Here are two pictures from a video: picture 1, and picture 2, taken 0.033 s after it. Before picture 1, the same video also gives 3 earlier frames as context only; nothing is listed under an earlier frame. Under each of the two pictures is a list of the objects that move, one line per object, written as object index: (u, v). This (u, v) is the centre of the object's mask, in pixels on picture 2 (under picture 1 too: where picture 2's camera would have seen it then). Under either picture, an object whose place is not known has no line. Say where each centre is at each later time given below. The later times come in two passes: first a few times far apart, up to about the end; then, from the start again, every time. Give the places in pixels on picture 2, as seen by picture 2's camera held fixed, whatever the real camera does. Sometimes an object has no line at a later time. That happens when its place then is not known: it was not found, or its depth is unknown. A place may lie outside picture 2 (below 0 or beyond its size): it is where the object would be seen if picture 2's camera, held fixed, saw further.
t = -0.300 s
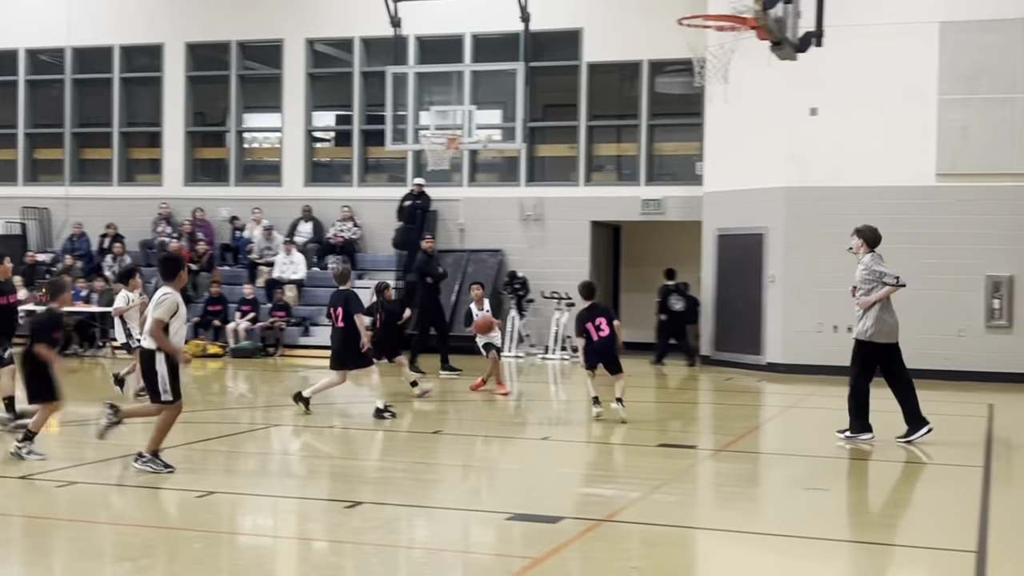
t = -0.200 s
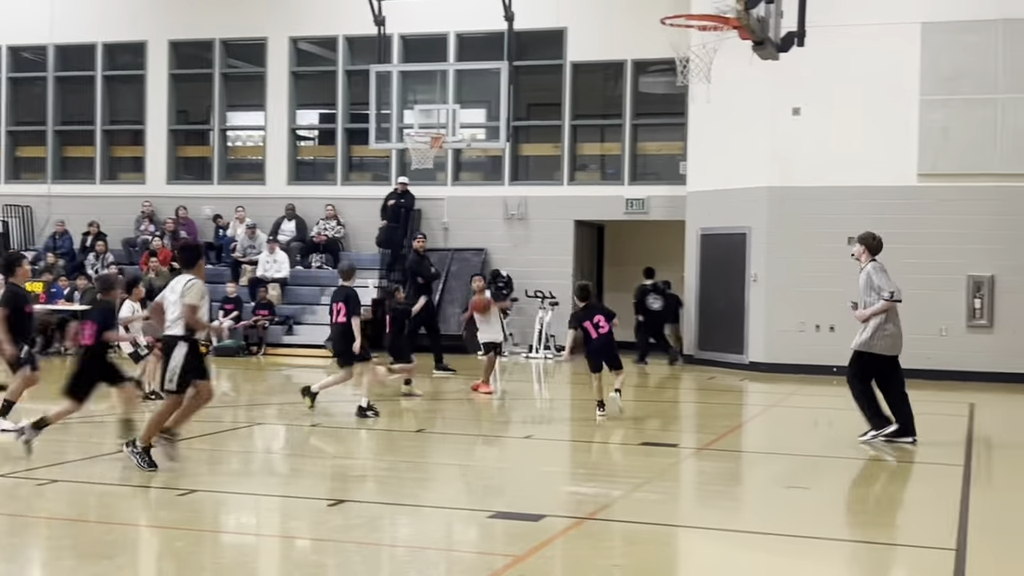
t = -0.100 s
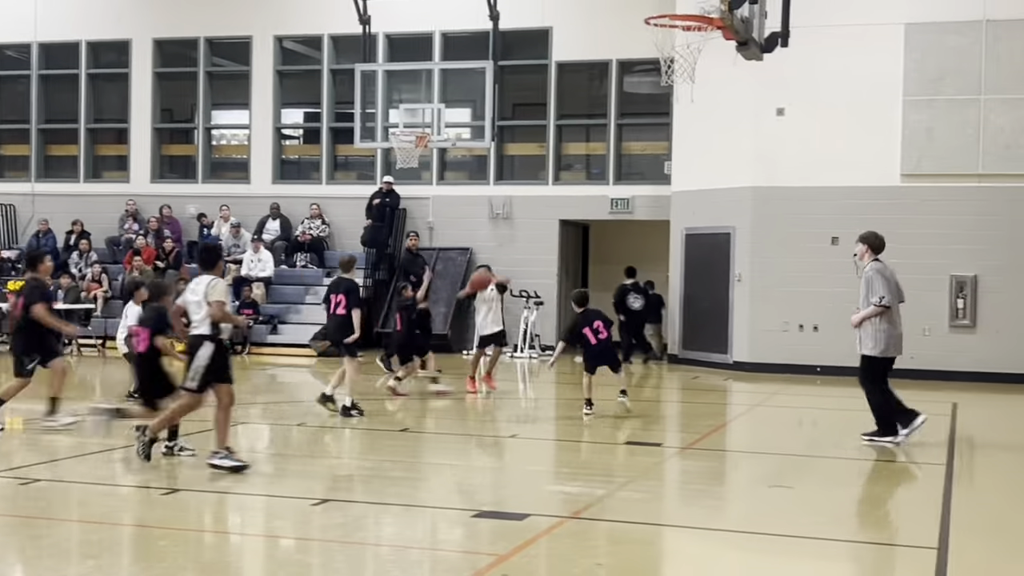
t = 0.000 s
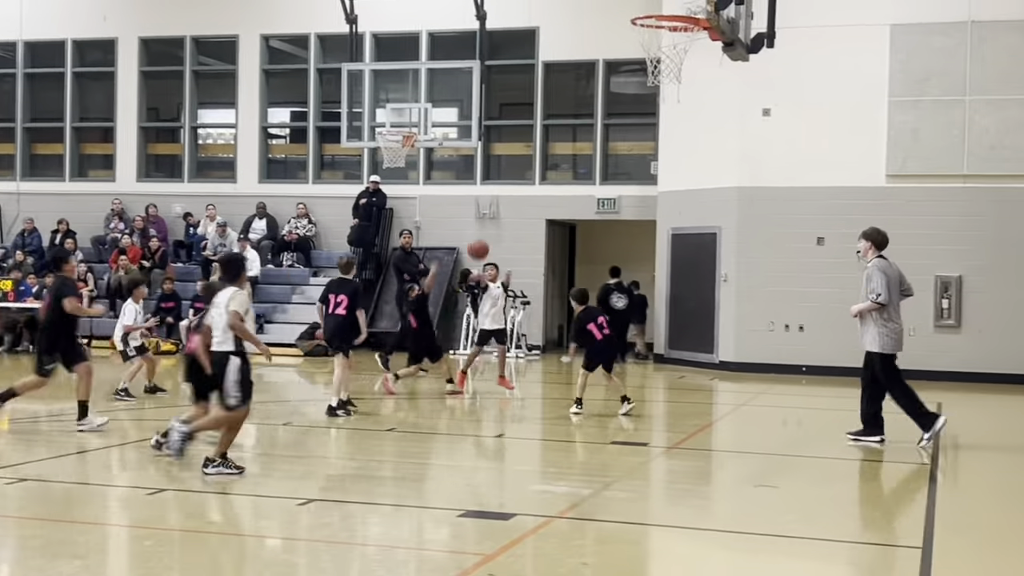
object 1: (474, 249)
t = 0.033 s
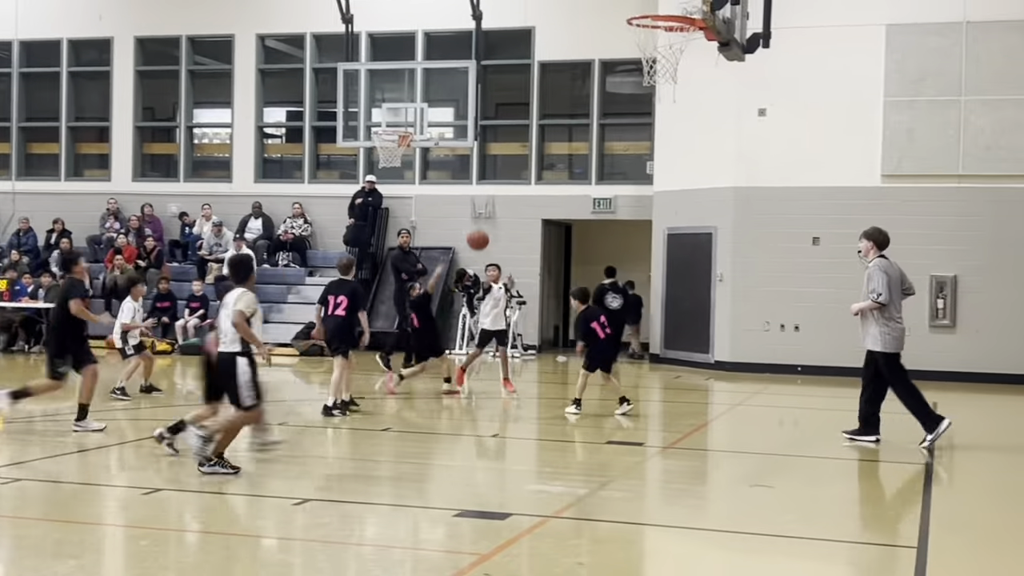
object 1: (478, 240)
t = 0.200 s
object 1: (499, 205)
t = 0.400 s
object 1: (525, 198)
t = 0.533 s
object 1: (545, 219)
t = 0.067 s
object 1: (482, 231)
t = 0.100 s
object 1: (486, 223)
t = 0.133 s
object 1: (490, 216)
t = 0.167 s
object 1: (494, 210)
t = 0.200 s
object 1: (499, 205)
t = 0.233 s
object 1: (503, 200)
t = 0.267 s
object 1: (507, 198)
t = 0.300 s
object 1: (512, 196)
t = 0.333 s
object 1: (516, 195)
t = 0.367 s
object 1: (521, 196)
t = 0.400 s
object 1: (525, 198)
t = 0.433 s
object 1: (530, 200)
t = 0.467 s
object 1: (535, 206)
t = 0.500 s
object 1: (540, 212)
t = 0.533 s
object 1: (545, 219)
